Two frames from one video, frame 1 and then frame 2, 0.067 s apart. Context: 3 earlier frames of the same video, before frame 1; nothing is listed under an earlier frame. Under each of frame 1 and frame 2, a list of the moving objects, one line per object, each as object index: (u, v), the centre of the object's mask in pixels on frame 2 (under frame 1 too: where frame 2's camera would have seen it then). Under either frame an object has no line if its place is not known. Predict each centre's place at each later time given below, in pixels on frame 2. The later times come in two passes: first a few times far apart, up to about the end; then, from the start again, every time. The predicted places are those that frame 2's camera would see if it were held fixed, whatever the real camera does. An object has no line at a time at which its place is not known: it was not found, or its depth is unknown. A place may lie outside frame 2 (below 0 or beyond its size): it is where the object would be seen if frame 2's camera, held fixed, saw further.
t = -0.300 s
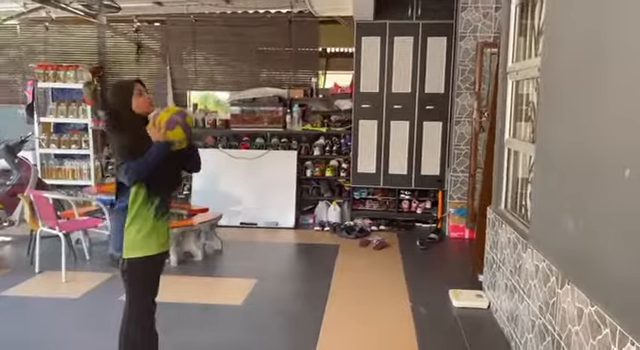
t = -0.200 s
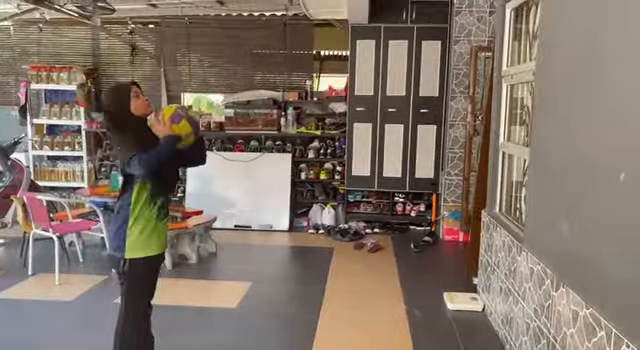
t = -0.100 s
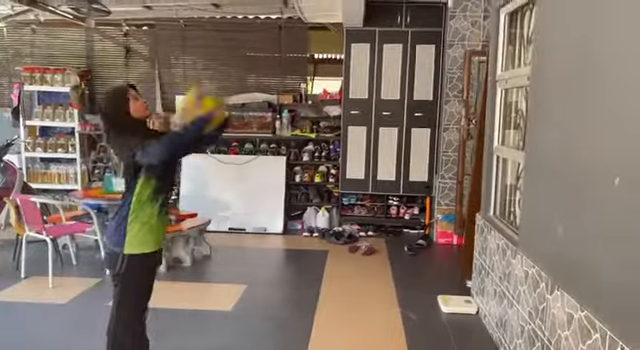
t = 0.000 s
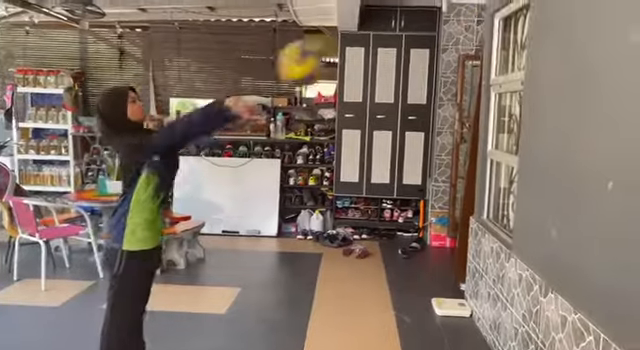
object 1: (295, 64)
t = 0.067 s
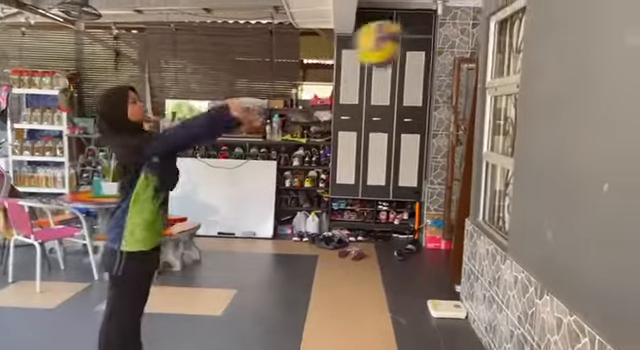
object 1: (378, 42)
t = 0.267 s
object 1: (488, 33)
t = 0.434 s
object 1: (344, 86)
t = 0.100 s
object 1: (419, 36)
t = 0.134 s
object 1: (459, 32)
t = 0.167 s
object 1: (501, 29)
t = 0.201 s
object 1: (543, 30)
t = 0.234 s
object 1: (517, 30)
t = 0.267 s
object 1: (488, 33)
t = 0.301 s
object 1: (457, 40)
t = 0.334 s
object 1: (429, 47)
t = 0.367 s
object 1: (402, 57)
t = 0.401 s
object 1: (373, 71)
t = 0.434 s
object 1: (344, 86)
